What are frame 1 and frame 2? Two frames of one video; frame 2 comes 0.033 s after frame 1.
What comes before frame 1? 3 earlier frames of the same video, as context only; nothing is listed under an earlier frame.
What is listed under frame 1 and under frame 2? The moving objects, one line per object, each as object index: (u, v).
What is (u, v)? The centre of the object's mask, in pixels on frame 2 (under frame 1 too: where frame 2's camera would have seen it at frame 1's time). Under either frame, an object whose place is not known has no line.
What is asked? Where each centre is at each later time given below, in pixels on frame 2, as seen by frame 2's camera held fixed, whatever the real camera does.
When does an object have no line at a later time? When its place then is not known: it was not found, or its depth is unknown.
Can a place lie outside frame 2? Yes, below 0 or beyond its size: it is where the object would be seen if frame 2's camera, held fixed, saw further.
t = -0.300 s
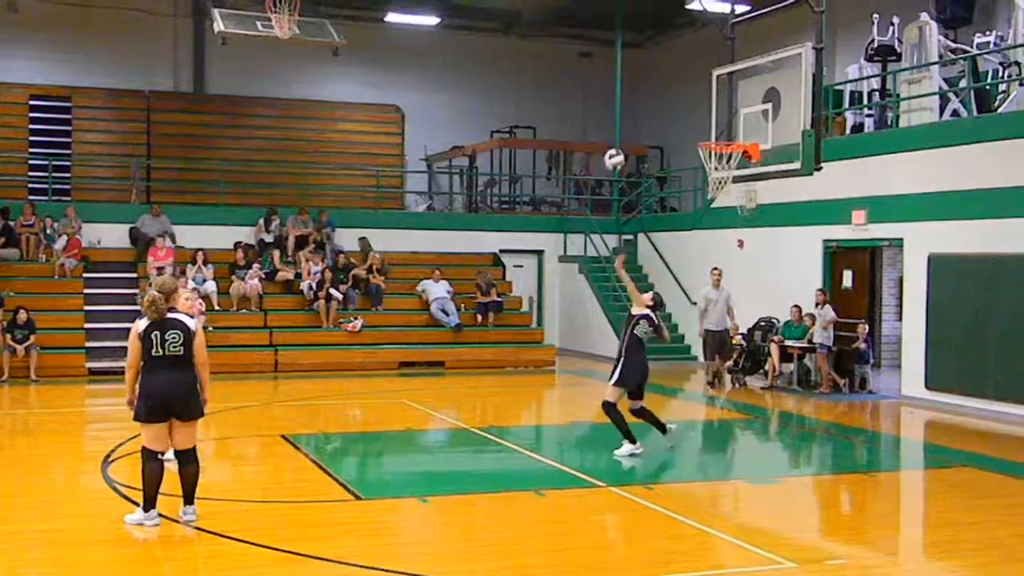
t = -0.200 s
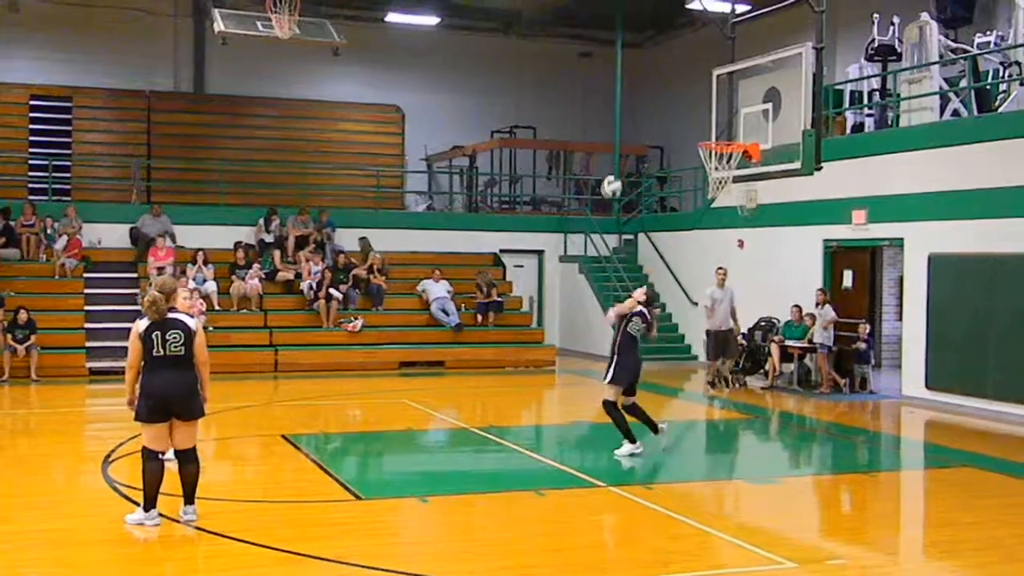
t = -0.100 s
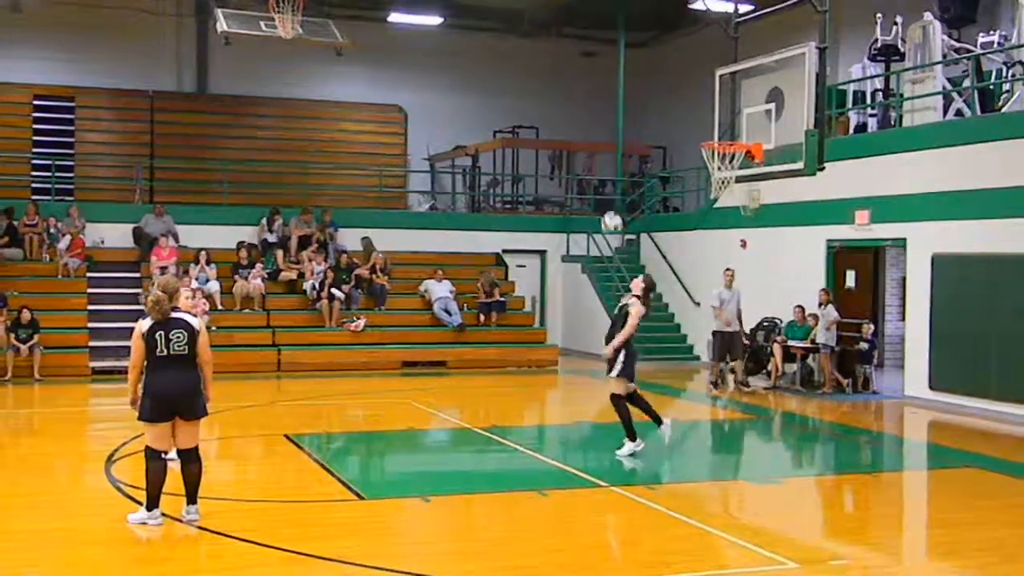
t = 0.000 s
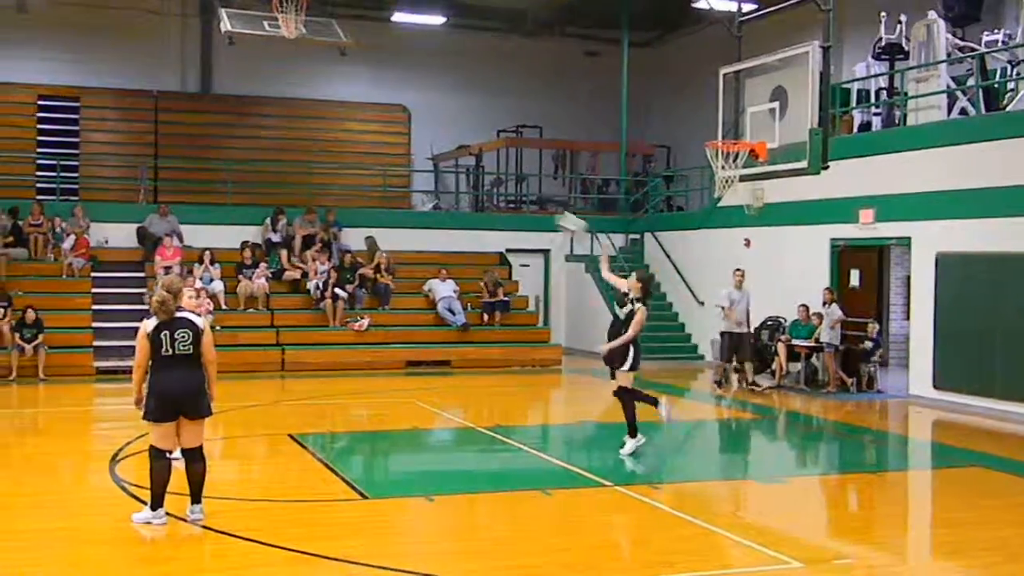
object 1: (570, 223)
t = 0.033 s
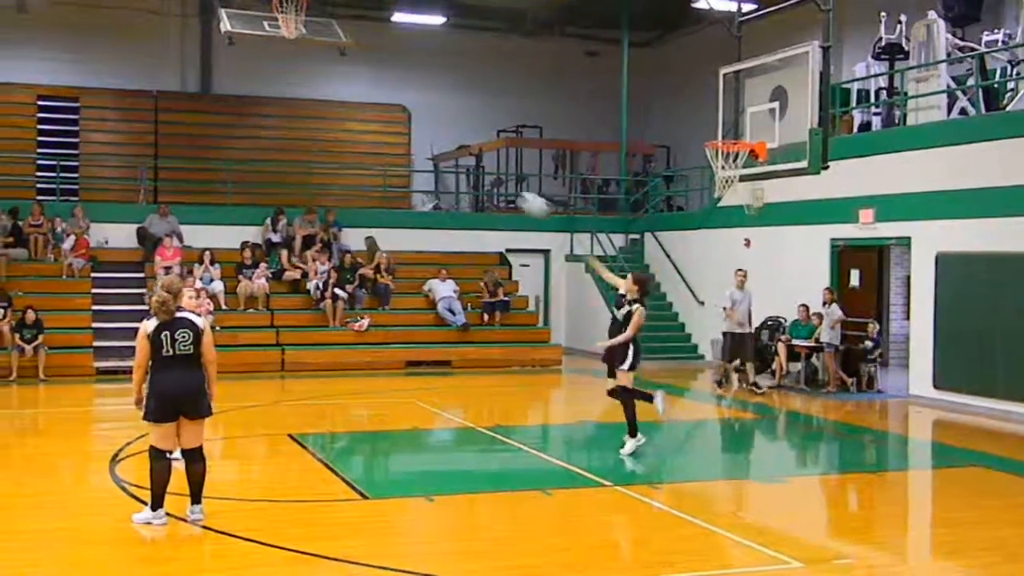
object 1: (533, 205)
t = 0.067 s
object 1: (494, 184)
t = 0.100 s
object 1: (456, 164)
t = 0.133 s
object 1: (417, 148)
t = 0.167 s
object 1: (379, 131)
